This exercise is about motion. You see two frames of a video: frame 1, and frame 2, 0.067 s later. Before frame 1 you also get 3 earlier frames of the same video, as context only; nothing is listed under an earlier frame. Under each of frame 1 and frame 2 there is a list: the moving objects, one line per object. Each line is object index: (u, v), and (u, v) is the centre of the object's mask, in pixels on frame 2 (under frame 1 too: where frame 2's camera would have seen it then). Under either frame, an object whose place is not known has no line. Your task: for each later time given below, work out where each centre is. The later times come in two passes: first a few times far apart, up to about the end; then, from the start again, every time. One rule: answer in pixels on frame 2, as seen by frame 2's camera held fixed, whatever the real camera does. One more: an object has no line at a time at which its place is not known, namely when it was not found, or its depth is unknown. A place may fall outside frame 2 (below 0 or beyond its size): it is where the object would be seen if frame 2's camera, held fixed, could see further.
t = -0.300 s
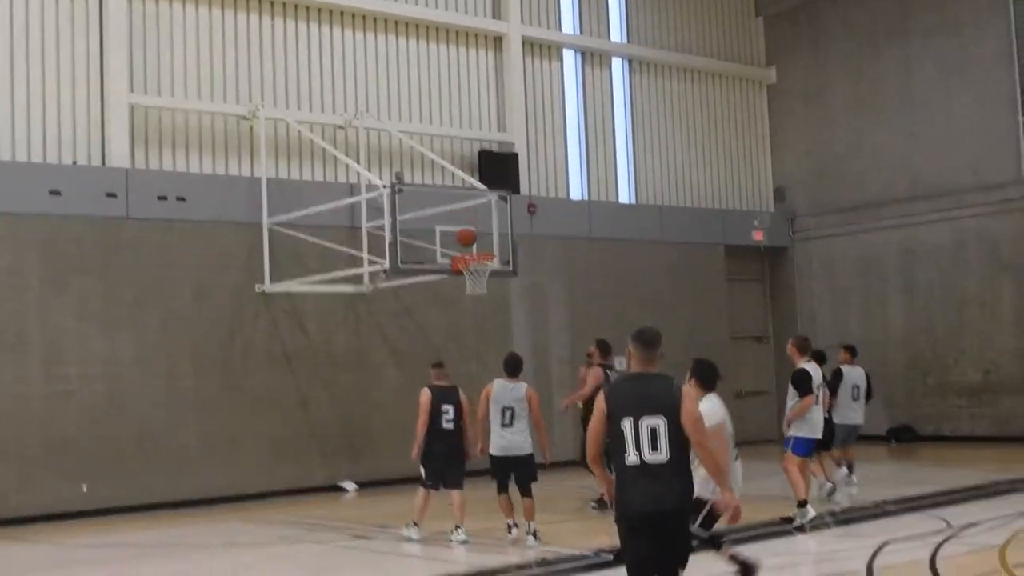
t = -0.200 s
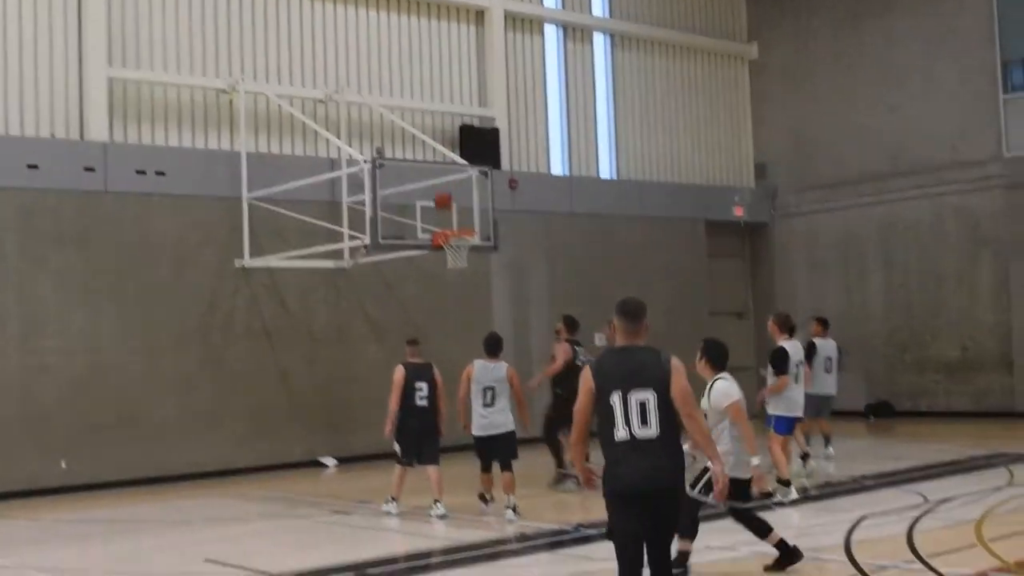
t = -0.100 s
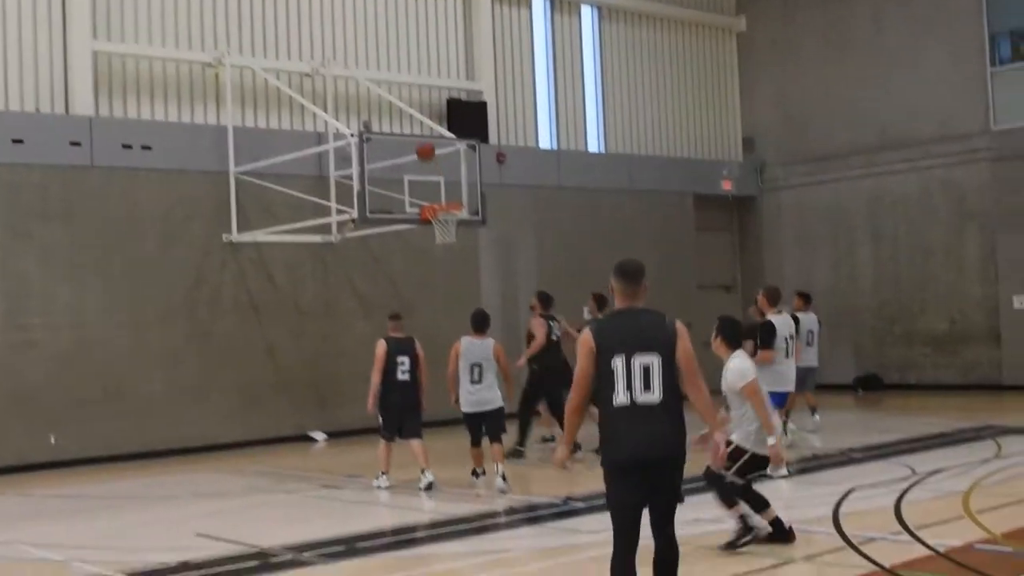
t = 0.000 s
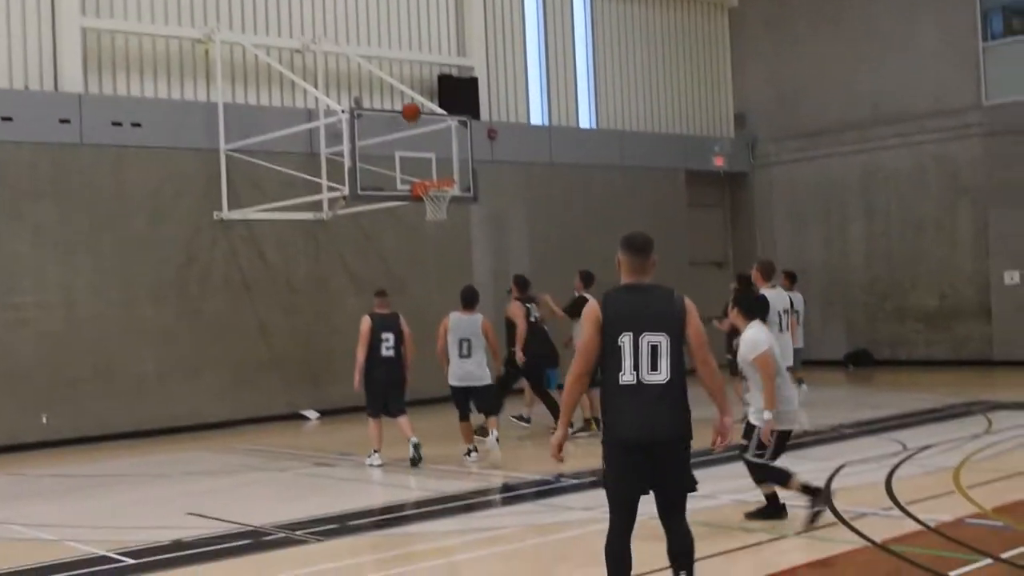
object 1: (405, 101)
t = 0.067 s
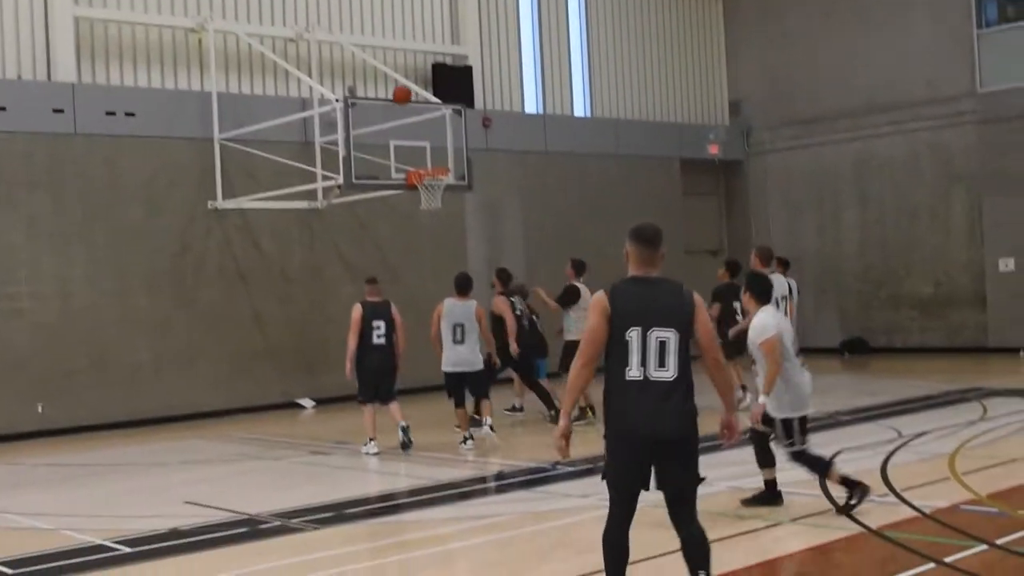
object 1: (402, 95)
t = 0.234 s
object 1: (403, 84)
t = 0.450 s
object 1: (409, 92)
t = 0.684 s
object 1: (423, 115)
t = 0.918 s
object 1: (444, 185)
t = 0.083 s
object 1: (401, 93)
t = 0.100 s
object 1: (401, 92)
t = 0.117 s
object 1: (401, 90)
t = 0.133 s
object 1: (402, 88)
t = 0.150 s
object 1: (402, 88)
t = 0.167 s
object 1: (402, 86)
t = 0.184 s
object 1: (403, 85)
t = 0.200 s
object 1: (403, 85)
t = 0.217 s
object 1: (403, 84)
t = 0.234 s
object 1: (403, 84)
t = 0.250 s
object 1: (403, 84)
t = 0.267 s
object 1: (403, 85)
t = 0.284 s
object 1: (404, 85)
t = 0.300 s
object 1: (404, 86)
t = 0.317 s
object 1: (404, 87)
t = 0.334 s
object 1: (404, 88)
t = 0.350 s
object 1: (405, 89)
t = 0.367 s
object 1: (405, 91)
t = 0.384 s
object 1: (405, 92)
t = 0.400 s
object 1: (405, 92)
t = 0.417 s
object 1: (407, 92)
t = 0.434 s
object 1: (408, 91)
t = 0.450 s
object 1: (409, 92)
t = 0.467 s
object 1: (409, 91)
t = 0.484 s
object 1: (410, 92)
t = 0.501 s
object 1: (411, 92)
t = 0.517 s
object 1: (412, 93)
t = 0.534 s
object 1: (414, 95)
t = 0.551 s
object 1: (415, 96)
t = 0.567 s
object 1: (415, 98)
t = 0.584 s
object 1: (416, 99)
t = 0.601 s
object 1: (418, 101)
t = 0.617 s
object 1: (419, 103)
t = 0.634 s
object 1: (420, 106)
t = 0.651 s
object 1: (421, 109)
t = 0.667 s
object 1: (422, 111)
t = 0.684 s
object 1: (423, 115)
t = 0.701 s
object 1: (424, 118)
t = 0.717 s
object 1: (425, 122)
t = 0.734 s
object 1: (426, 126)
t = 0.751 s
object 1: (428, 130)
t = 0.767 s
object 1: (428, 134)
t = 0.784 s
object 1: (430, 138)
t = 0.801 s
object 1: (431, 143)
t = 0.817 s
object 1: (432, 149)
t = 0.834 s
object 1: (433, 154)
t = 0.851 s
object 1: (435, 159)
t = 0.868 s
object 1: (436, 162)
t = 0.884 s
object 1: (438, 165)
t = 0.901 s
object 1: (434, 178)
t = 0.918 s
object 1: (444, 185)
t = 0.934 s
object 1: (441, 187)
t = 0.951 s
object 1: (442, 192)
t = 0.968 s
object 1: (443, 196)
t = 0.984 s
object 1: (443, 204)
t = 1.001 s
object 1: (443, 206)
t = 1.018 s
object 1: (443, 212)
